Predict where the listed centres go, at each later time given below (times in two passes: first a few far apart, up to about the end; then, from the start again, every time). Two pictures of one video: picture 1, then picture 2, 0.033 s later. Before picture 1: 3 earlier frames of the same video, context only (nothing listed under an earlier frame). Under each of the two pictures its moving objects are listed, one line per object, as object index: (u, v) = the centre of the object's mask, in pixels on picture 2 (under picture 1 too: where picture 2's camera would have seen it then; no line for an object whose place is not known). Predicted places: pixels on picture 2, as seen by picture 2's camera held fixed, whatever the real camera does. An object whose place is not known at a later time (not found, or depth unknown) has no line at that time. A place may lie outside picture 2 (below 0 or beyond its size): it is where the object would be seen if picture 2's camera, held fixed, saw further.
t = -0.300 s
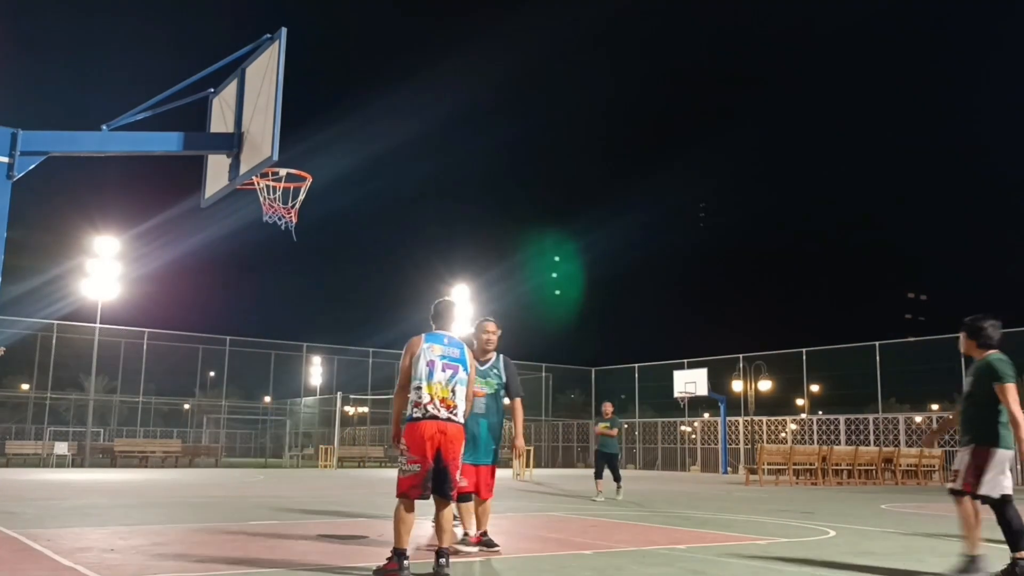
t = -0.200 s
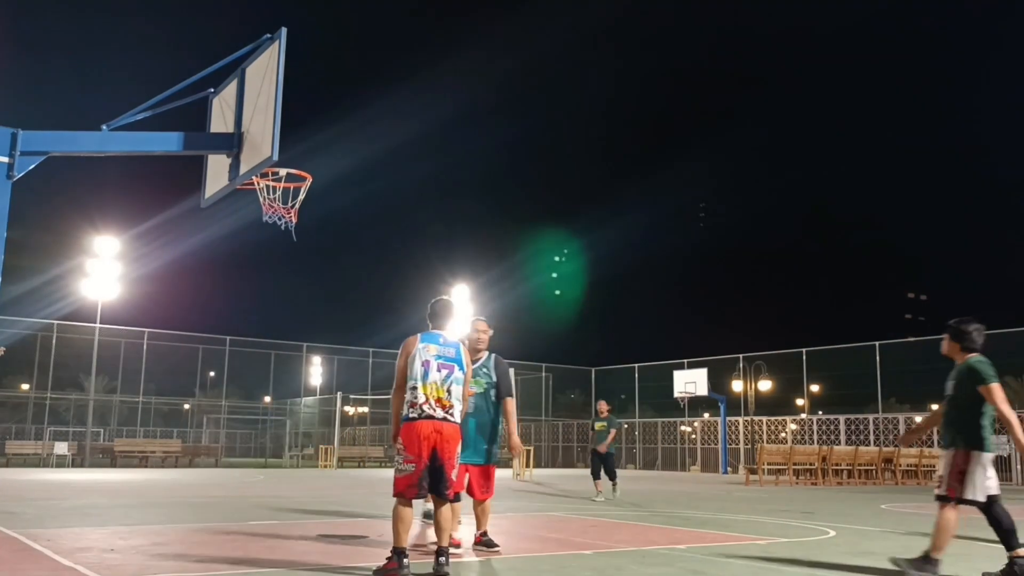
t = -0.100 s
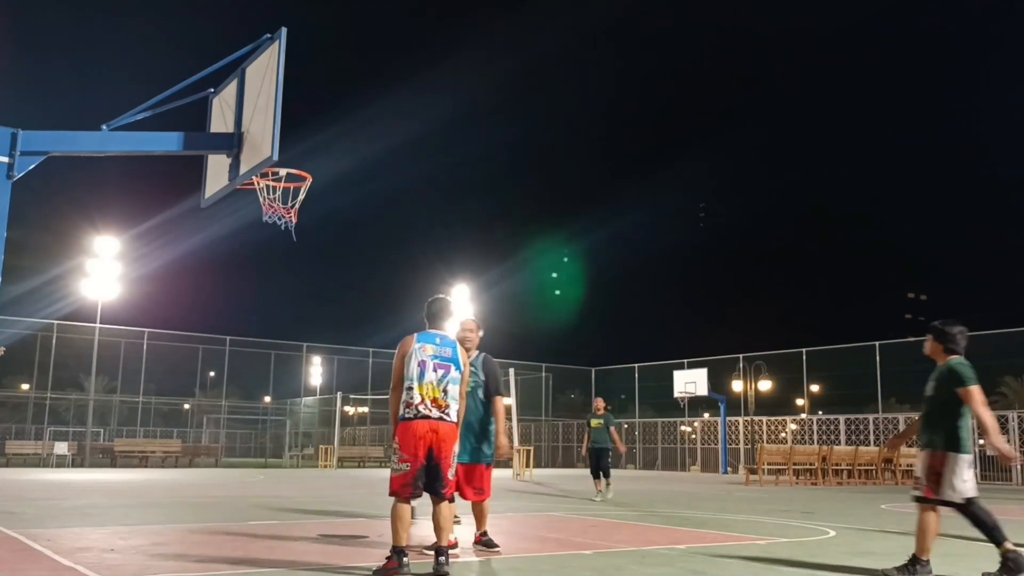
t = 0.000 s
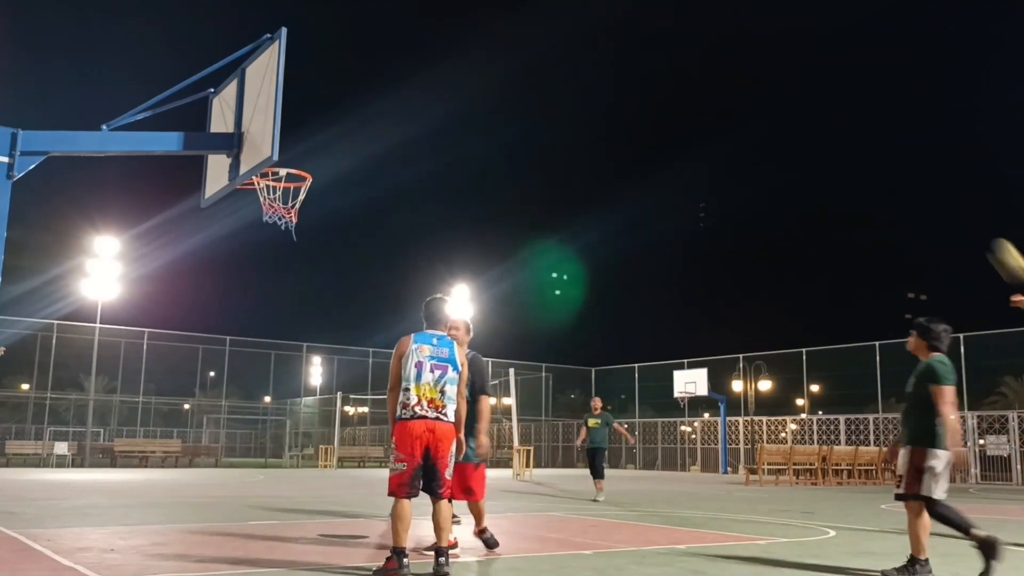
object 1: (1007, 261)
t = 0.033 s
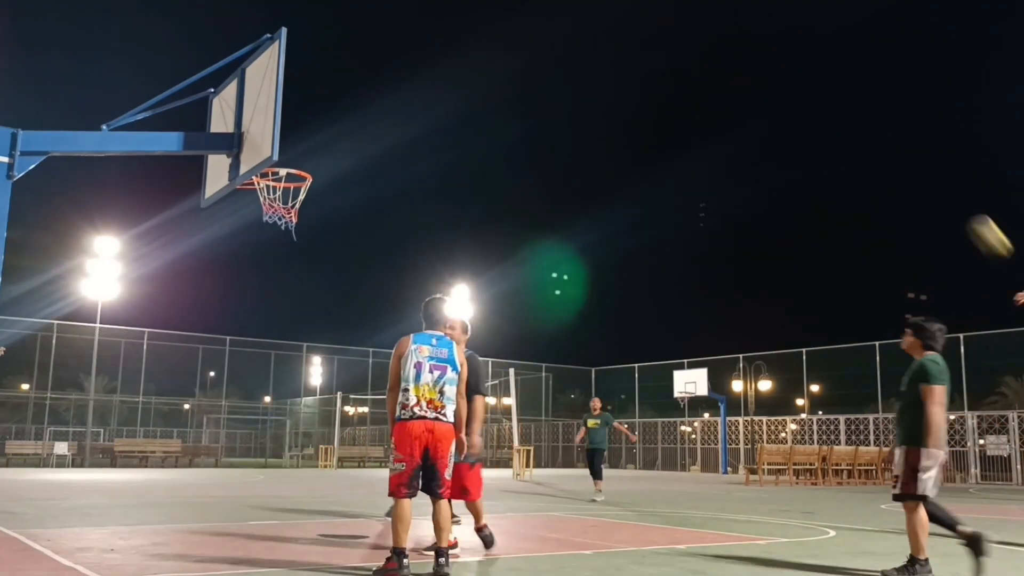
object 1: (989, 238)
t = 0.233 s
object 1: (867, 117)
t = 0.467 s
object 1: (733, 34)
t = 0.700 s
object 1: (603, 9)
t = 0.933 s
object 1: (472, 37)
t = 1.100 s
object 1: (379, 94)
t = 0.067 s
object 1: (968, 215)
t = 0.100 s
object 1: (948, 193)
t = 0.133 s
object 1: (927, 172)
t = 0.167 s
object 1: (907, 153)
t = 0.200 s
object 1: (887, 135)
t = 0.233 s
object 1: (867, 117)
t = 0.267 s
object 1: (847, 102)
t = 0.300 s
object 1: (828, 87)
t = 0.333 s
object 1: (809, 74)
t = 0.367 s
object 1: (790, 62)
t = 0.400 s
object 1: (770, 51)
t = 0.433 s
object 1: (752, 42)
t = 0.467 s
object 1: (733, 34)
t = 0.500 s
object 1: (715, 26)
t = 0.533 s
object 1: (696, 20)
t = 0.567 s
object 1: (677, 15)
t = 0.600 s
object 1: (660, 11)
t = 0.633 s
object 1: (641, 10)
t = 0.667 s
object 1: (622, 10)
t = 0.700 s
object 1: (603, 9)
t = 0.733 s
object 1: (584, 10)
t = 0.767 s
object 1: (567, 11)
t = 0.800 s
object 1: (547, 13)
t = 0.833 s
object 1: (529, 17)
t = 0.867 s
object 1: (511, 22)
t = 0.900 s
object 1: (491, 30)
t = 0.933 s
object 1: (472, 37)
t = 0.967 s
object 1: (454, 46)
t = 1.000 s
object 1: (435, 56)
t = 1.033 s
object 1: (416, 68)
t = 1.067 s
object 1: (398, 80)
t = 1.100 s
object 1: (379, 94)
